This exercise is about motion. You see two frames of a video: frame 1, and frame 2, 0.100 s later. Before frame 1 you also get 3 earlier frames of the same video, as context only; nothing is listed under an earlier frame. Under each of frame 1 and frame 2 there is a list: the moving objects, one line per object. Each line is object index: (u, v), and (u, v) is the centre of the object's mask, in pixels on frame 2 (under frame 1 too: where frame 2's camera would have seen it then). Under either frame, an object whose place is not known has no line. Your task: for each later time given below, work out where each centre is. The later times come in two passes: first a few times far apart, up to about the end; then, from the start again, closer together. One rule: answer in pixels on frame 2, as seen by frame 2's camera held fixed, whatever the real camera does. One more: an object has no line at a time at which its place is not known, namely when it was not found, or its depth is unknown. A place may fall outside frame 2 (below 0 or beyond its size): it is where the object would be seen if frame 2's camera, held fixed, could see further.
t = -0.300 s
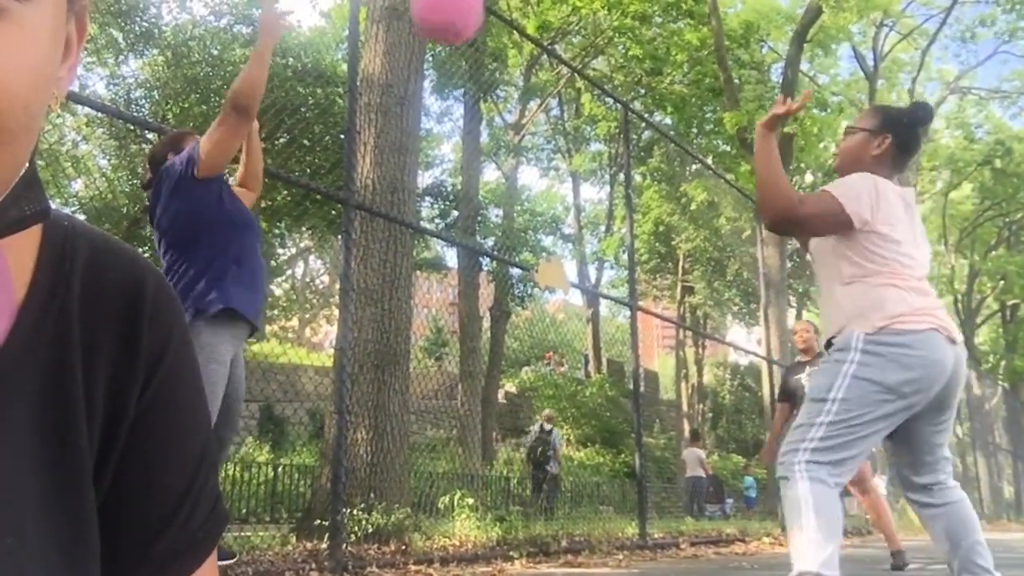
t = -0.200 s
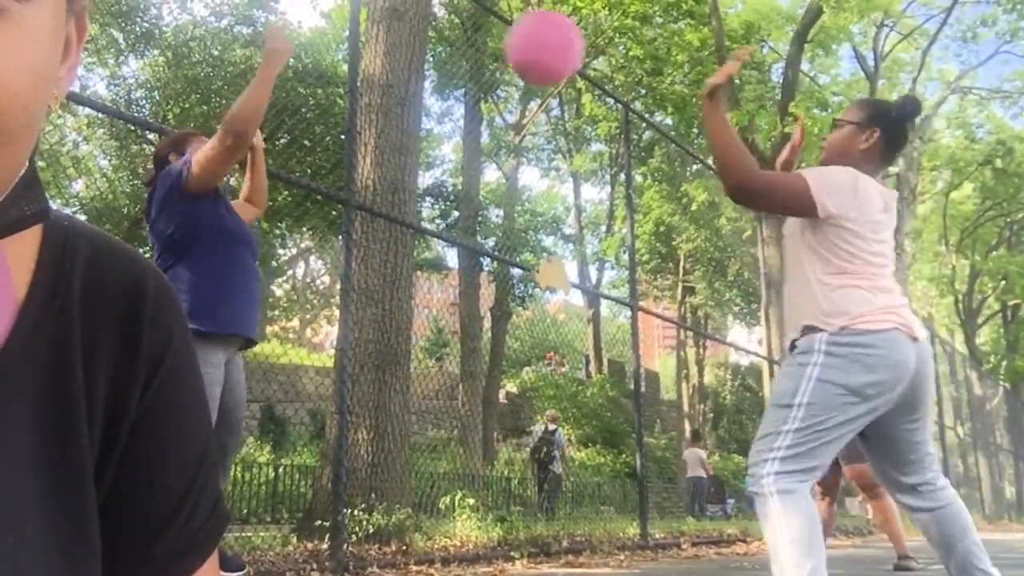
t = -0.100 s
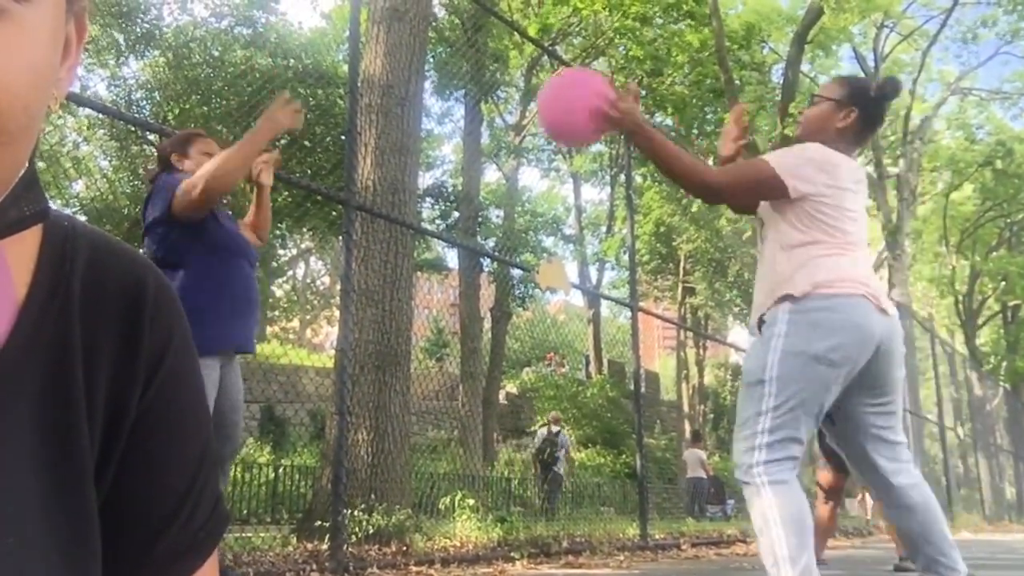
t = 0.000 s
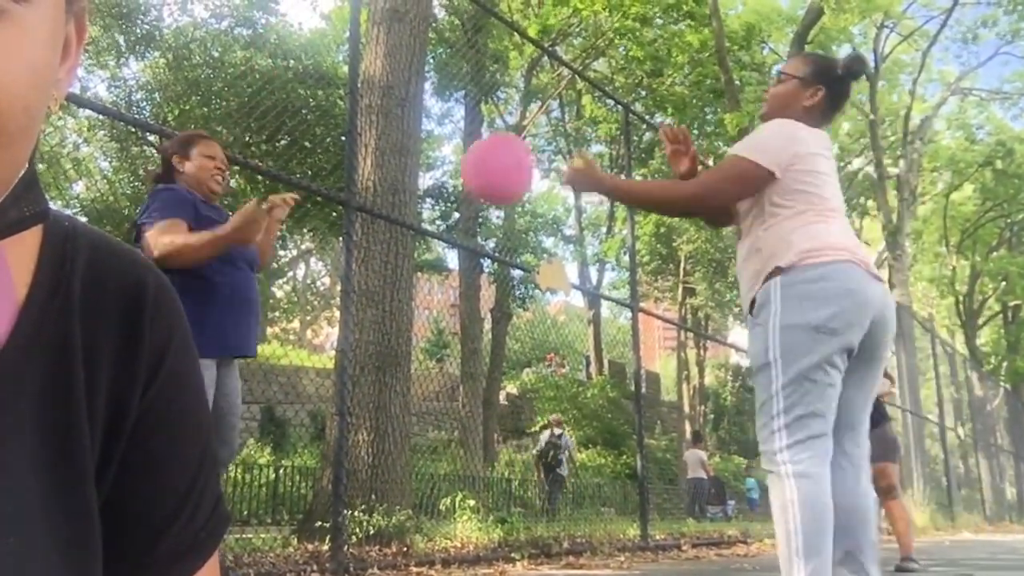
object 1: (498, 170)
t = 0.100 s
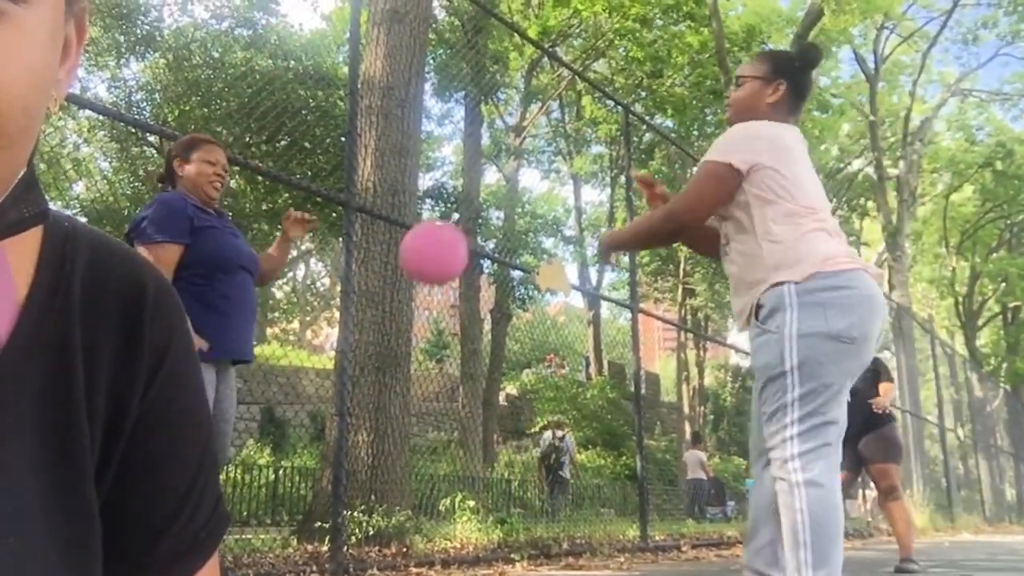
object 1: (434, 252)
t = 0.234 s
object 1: (363, 380)
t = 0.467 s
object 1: (274, 542)
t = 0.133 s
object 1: (415, 283)
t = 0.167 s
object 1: (397, 313)
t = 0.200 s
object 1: (380, 345)
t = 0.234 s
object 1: (363, 380)
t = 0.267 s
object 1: (347, 415)
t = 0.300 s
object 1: (332, 451)
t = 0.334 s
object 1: (316, 490)
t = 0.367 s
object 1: (301, 529)
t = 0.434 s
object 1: (280, 555)
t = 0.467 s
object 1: (274, 542)
